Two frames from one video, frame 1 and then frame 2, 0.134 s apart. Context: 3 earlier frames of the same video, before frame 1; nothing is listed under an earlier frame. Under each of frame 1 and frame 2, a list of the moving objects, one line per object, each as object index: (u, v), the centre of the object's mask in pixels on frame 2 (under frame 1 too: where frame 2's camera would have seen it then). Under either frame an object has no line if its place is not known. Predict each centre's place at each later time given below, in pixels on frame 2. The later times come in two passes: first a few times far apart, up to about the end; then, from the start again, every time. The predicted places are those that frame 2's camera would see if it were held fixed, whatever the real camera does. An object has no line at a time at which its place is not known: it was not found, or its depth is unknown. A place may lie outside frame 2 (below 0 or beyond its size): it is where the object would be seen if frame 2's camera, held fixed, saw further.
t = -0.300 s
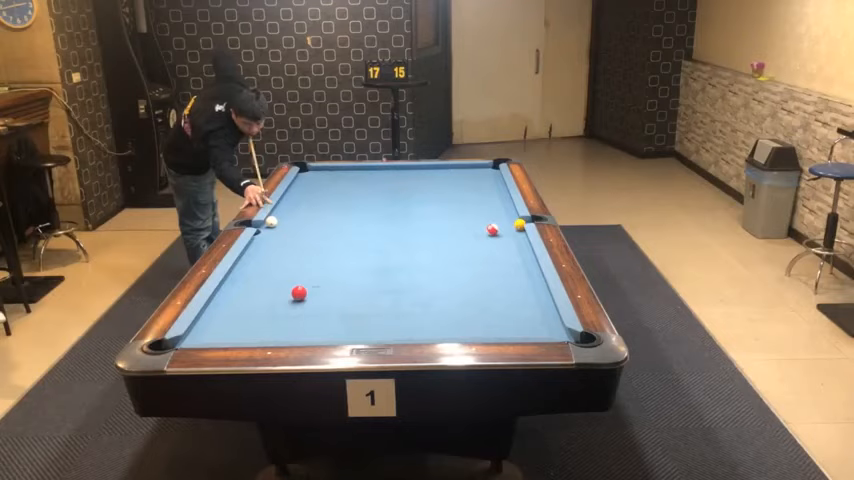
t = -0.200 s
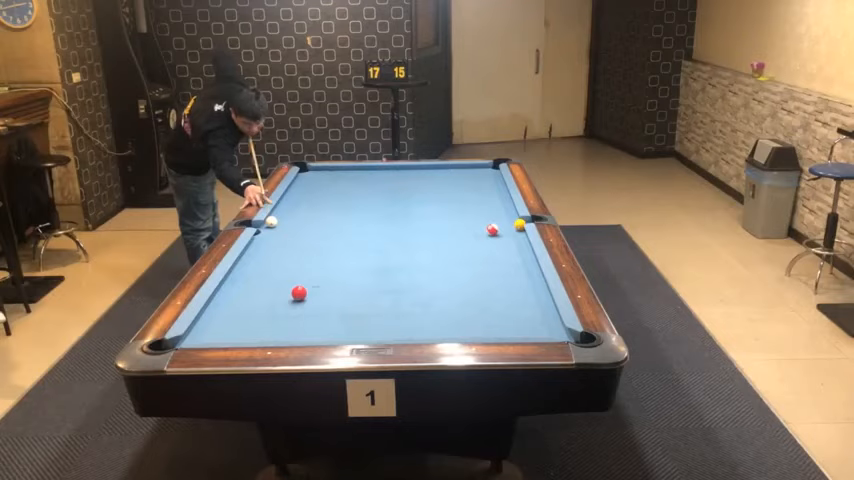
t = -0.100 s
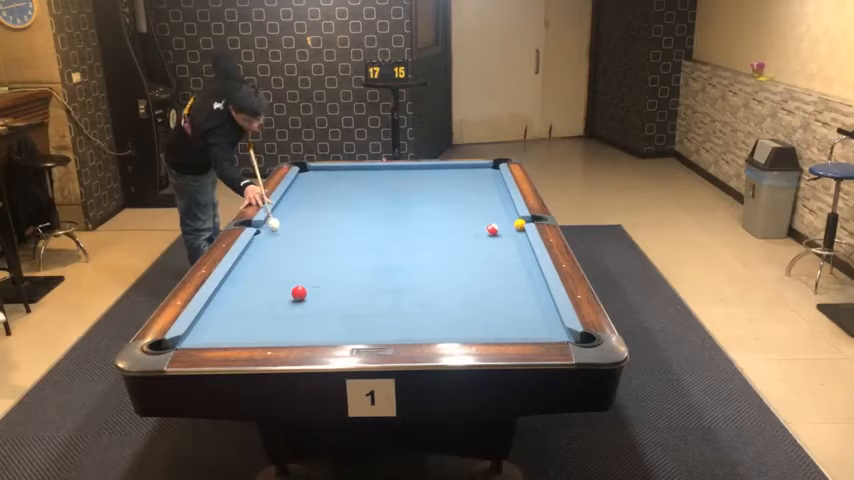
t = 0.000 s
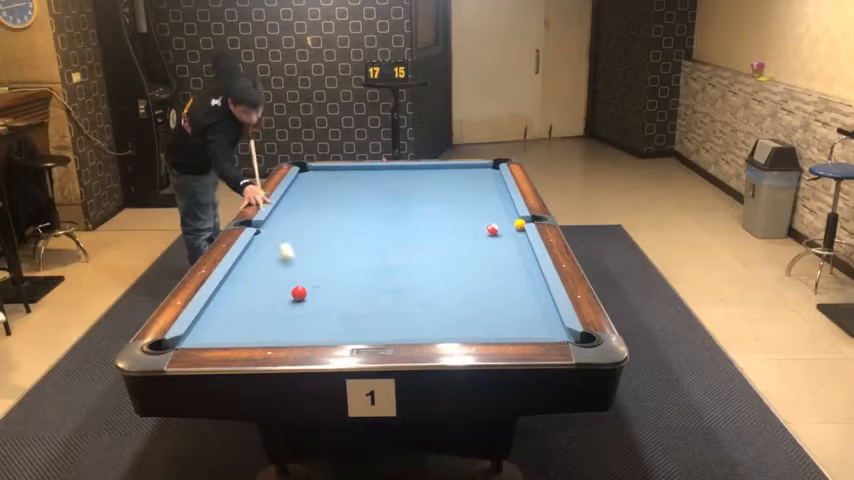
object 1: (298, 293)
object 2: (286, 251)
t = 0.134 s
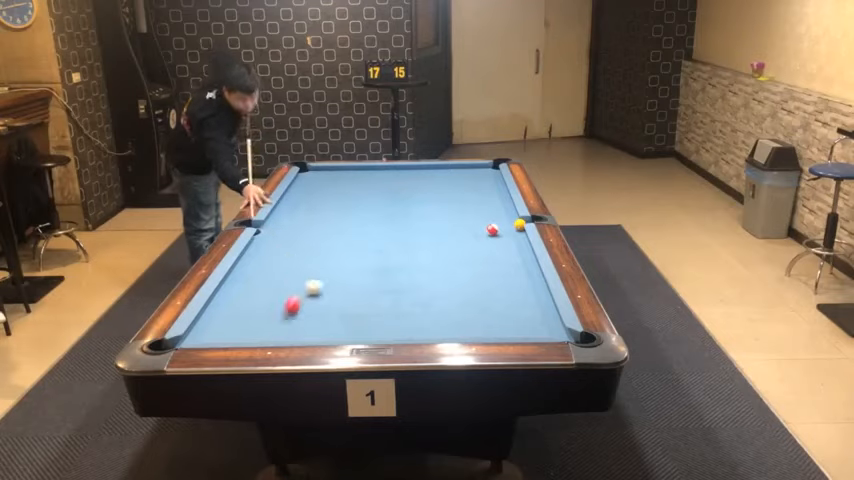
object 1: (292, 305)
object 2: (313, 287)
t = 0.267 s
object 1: (278, 329)
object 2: (354, 286)
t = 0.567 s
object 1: (302, 273)
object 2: (414, 270)
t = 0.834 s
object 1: (318, 238)
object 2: (455, 255)
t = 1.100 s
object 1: (329, 211)
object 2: (491, 242)
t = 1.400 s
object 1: (339, 187)
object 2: (514, 230)
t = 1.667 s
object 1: (347, 170)
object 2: (493, 220)
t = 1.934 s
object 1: (345, 174)
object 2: (474, 216)
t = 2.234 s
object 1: (341, 184)
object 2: (456, 209)
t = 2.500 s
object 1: (337, 193)
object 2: (441, 204)
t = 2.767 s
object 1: (333, 203)
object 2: (427, 199)
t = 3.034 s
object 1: (329, 214)
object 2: (415, 194)
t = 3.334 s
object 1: (324, 226)
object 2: (402, 190)
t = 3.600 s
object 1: (319, 238)
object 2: (392, 186)
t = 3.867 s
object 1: (314, 252)
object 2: (383, 183)
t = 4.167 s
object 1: (307, 268)
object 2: (373, 180)
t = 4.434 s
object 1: (302, 283)
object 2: (365, 177)
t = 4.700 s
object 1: (296, 299)
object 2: (359, 174)
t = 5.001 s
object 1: (289, 319)
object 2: (352, 172)
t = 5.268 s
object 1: (282, 334)
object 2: (346, 170)
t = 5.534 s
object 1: (285, 331)
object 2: (341, 168)
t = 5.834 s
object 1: (291, 320)
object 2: (336, 168)
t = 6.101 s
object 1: (296, 312)
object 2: (334, 169)
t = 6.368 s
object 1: (301, 304)
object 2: (331, 169)
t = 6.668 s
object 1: (305, 298)
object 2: (329, 170)
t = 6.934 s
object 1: (309, 292)
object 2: (328, 170)
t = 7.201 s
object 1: (312, 288)
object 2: (328, 170)
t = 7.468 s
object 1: (315, 284)
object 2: (328, 170)
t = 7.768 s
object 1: (317, 280)
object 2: (329, 170)
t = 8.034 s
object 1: (320, 277)
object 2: (329, 170)
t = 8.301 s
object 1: (322, 276)
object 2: (329, 170)
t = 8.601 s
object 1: (323, 274)
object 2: (329, 170)
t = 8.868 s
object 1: (324, 273)
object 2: (329, 170)
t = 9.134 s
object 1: (325, 273)
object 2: (329, 170)
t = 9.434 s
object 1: (325, 273)
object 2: (329, 170)
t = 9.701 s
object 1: (325, 273)
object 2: (329, 170)
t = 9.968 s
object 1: (325, 273)
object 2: (329, 170)
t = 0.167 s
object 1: (285, 319)
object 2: (324, 287)
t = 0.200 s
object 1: (278, 331)
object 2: (335, 287)
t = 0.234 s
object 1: (276, 334)
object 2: (345, 287)
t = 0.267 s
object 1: (278, 329)
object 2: (354, 286)
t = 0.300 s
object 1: (282, 321)
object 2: (363, 285)
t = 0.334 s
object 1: (285, 314)
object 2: (370, 284)
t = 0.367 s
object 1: (287, 308)
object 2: (378, 282)
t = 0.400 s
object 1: (290, 301)
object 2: (385, 280)
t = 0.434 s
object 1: (293, 295)
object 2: (391, 279)
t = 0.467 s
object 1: (295, 290)
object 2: (397, 277)
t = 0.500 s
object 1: (298, 284)
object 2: (403, 274)
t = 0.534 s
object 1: (300, 279)
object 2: (409, 272)
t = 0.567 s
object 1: (302, 273)
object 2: (414, 270)
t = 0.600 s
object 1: (305, 268)
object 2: (419, 268)
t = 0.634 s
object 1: (307, 263)
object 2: (425, 266)
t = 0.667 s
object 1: (309, 259)
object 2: (430, 264)
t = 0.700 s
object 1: (311, 254)
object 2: (435, 263)
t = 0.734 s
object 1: (312, 250)
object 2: (440, 261)
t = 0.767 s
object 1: (314, 246)
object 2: (445, 259)
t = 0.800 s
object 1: (316, 242)
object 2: (450, 257)
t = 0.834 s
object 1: (318, 238)
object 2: (455, 255)
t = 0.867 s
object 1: (319, 235)
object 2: (460, 254)
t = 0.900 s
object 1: (321, 231)
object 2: (464, 252)
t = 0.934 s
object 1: (322, 227)
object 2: (469, 250)
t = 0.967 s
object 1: (324, 224)
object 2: (473, 248)
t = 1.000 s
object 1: (325, 221)
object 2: (478, 247)
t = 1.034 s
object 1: (327, 217)
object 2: (483, 245)
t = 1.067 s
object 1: (328, 214)
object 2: (487, 244)
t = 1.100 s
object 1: (329, 211)
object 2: (491, 242)
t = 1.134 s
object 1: (331, 208)
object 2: (495, 240)
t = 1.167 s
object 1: (331, 205)
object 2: (500, 239)
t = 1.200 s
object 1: (333, 203)
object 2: (504, 238)
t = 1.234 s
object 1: (334, 200)
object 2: (507, 236)
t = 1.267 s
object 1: (335, 198)
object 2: (511, 234)
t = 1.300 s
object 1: (336, 195)
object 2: (516, 233)
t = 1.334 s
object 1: (337, 192)
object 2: (519, 231)
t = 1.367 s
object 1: (338, 190)
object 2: (518, 230)
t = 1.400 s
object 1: (339, 187)
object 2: (514, 230)
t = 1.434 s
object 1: (340, 185)
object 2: (511, 229)
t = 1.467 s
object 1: (341, 183)
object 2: (509, 228)
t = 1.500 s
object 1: (342, 180)
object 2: (507, 226)
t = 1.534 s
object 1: (343, 179)
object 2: (504, 226)
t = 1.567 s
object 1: (344, 176)
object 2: (501, 224)
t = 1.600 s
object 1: (345, 174)
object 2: (499, 223)
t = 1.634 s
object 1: (346, 172)
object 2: (496, 222)
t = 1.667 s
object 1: (347, 170)
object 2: (493, 220)
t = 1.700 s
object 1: (347, 169)
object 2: (490, 219)
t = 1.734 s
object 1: (347, 169)
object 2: (488, 219)
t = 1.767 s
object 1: (347, 169)
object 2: (485, 219)
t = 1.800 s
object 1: (347, 170)
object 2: (483, 218)
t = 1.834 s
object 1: (346, 171)
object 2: (481, 218)
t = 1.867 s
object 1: (346, 172)
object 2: (479, 217)
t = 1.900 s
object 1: (345, 173)
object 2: (476, 216)
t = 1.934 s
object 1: (345, 174)
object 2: (474, 216)
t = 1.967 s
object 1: (344, 175)
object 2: (472, 215)
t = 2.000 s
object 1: (344, 176)
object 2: (470, 214)
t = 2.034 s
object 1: (343, 177)
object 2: (468, 213)
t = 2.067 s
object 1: (343, 178)
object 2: (466, 212)
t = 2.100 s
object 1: (342, 180)
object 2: (463, 212)
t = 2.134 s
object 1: (342, 181)
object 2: (461, 211)
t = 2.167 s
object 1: (342, 181)
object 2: (459, 210)
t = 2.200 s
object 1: (341, 183)
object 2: (458, 209)
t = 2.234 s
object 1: (341, 184)
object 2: (456, 209)
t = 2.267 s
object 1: (341, 185)
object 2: (454, 208)
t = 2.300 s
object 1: (340, 186)
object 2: (452, 208)
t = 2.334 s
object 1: (340, 187)
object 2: (450, 207)
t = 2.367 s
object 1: (339, 189)
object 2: (448, 206)
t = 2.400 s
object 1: (338, 190)
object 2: (446, 206)
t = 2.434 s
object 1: (338, 191)
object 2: (444, 205)
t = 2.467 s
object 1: (338, 191)
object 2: (442, 204)
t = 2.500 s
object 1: (337, 193)
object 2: (441, 204)
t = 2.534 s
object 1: (336, 194)
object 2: (439, 203)
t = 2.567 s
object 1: (336, 196)
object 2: (437, 202)
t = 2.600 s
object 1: (335, 197)
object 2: (436, 202)
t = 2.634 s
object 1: (335, 198)
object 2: (434, 201)
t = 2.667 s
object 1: (334, 199)
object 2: (432, 201)
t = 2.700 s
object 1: (334, 201)
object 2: (430, 200)
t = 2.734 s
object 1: (333, 202)
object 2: (428, 199)
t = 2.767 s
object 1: (333, 203)
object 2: (427, 199)
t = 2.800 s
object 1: (332, 204)
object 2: (425, 198)
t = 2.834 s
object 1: (332, 206)
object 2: (424, 198)
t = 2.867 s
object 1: (331, 207)
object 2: (422, 197)
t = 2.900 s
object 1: (331, 208)
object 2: (421, 197)
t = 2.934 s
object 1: (330, 210)
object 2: (419, 196)
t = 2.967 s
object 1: (330, 211)
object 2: (418, 195)
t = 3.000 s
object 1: (329, 213)
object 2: (416, 195)
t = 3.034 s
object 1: (329, 214)
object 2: (415, 194)
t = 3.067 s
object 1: (328, 215)
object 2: (413, 194)
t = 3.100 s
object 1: (328, 216)
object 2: (412, 193)
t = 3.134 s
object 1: (327, 218)
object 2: (410, 193)
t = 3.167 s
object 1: (327, 219)
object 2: (409, 192)
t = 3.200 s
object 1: (326, 221)
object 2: (407, 192)
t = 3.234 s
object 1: (325, 222)
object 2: (406, 191)
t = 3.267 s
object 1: (325, 223)
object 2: (405, 191)
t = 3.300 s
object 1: (324, 225)
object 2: (403, 190)
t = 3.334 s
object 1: (324, 226)
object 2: (402, 190)
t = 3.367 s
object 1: (323, 228)
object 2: (401, 189)
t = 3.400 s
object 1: (323, 230)
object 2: (399, 189)
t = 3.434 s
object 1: (322, 231)
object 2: (398, 188)
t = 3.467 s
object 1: (321, 232)
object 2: (397, 188)
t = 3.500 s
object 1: (321, 234)
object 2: (395, 188)
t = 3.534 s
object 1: (320, 236)
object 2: (394, 187)
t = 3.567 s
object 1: (319, 237)
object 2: (393, 186)
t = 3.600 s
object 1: (319, 238)
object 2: (392, 186)
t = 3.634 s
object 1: (318, 240)
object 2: (391, 186)
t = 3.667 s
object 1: (318, 242)
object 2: (389, 185)
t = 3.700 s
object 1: (317, 243)
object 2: (388, 185)
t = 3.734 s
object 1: (316, 245)
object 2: (387, 184)
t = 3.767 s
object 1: (316, 247)
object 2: (386, 184)
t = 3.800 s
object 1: (315, 249)
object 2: (385, 184)
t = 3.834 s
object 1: (314, 250)
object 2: (383, 183)
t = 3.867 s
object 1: (314, 252)
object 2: (383, 183)
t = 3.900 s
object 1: (313, 254)
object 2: (382, 182)
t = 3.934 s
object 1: (312, 255)
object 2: (380, 182)
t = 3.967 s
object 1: (312, 256)
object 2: (379, 182)
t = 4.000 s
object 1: (311, 259)
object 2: (378, 181)
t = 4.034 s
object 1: (310, 260)
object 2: (377, 181)
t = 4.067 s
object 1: (310, 262)
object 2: (376, 181)
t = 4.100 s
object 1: (309, 264)
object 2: (375, 181)
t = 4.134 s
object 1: (308, 266)
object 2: (374, 180)
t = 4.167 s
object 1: (307, 268)
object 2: (373, 180)
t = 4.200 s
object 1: (307, 269)
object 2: (372, 179)
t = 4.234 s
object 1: (306, 271)
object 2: (371, 179)
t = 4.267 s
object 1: (305, 273)
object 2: (370, 179)
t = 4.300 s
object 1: (304, 275)
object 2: (369, 178)
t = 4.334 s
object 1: (304, 277)
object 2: (368, 178)
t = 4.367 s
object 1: (303, 279)
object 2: (367, 177)
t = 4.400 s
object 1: (302, 281)
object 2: (366, 177)
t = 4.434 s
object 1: (302, 283)
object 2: (365, 177)
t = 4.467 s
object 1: (301, 285)
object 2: (364, 177)
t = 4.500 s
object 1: (300, 287)
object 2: (364, 177)
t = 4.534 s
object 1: (299, 289)
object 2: (363, 176)
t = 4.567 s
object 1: (299, 291)
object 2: (362, 175)
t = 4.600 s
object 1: (298, 293)
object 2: (361, 175)
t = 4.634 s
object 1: (297, 295)
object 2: (360, 175)
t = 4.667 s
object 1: (297, 297)
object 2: (359, 175)
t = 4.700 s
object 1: (296, 299)
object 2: (359, 174)
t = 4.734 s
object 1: (295, 301)
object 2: (358, 174)
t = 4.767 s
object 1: (294, 303)
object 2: (357, 174)
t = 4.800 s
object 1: (294, 305)
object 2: (356, 173)
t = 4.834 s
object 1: (293, 308)
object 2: (355, 173)
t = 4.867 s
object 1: (292, 310)
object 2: (355, 173)
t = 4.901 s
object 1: (291, 312)
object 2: (354, 173)
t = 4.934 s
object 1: (290, 314)
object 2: (353, 173)
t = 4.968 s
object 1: (289, 316)
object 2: (352, 173)
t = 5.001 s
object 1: (289, 319)
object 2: (352, 172)
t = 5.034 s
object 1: (287, 321)
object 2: (351, 172)
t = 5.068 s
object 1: (287, 323)
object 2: (350, 172)
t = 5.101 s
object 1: (286, 325)
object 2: (349, 171)
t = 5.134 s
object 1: (285, 328)
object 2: (349, 171)
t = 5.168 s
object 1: (284, 330)
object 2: (348, 171)
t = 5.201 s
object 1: (283, 331)
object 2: (347, 170)
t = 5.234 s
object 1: (282, 333)
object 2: (347, 170)
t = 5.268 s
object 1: (282, 334)
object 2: (346, 170)
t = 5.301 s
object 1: (281, 335)
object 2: (345, 170)
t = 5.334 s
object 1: (281, 335)
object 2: (345, 169)
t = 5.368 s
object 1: (281, 335)
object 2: (344, 169)
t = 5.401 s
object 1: (282, 334)
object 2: (343, 169)
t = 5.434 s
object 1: (283, 334)
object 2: (343, 169)
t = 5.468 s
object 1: (283, 333)
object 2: (342, 169)
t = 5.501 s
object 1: (284, 332)
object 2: (342, 169)
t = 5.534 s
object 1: (285, 331)
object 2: (341, 168)
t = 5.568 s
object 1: (285, 330)
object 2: (340, 168)
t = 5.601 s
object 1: (286, 329)
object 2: (340, 168)
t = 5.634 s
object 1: (287, 328)
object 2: (339, 168)
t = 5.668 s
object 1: (288, 327)
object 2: (339, 168)
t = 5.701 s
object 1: (288, 325)
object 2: (338, 168)
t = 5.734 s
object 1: (288, 324)
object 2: (338, 168)
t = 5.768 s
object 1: (289, 323)
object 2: (337, 168)
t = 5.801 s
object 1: (290, 322)
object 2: (337, 168)
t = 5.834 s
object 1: (291, 320)
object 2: (336, 168)
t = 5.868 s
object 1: (291, 319)
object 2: (336, 168)
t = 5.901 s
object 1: (292, 318)
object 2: (335, 168)
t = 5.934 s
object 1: (293, 317)
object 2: (335, 168)
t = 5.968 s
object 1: (293, 316)
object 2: (335, 168)
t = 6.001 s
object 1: (294, 315)
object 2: (335, 169)
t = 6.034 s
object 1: (294, 314)
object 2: (334, 169)
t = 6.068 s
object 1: (295, 313)
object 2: (334, 169)
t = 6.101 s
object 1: (296, 312)
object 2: (334, 169)
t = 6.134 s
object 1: (296, 311)
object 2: (334, 169)
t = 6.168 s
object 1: (297, 310)
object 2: (333, 169)
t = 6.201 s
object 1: (298, 309)
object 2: (333, 169)
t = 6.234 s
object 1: (298, 308)
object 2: (332, 169)
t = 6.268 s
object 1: (299, 307)
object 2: (332, 169)
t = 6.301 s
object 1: (300, 306)
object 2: (332, 169)
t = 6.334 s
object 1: (300, 306)
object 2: (332, 169)
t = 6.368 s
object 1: (301, 304)
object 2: (331, 169)
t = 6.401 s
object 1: (301, 304)
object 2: (331, 169)
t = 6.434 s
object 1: (301, 303)
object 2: (331, 169)
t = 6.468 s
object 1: (302, 302)
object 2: (331, 169)
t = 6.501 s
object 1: (302, 302)
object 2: (331, 169)
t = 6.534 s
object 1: (303, 301)
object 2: (330, 169)
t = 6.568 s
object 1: (303, 300)
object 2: (330, 169)
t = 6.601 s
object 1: (304, 299)
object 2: (330, 169)
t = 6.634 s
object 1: (304, 298)
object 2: (329, 170)
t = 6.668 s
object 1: (305, 298)
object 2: (329, 170)
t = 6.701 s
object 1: (305, 297)
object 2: (329, 170)
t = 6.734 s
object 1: (306, 296)
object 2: (329, 170)
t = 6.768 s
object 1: (306, 296)
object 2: (329, 170)
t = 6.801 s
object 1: (307, 295)
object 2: (329, 170)
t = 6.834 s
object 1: (307, 294)
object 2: (329, 170)
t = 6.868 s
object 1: (308, 294)
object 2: (328, 170)
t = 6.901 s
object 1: (308, 293)
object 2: (328, 170)
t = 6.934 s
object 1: (309, 292)
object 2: (328, 170)
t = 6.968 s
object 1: (309, 292)
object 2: (328, 170)
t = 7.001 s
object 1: (309, 291)
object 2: (328, 170)
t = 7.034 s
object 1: (310, 290)
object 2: (328, 170)
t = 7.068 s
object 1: (310, 290)
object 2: (328, 170)
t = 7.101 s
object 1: (311, 289)
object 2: (328, 170)
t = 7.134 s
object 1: (311, 289)
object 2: (328, 170)
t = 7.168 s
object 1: (312, 288)
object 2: (328, 170)
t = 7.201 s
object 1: (312, 288)
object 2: (328, 170)
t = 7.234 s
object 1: (312, 287)
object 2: (328, 170)
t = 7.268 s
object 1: (313, 287)
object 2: (328, 170)
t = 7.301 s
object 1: (313, 287)
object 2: (328, 170)
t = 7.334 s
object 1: (313, 286)
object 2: (328, 170)
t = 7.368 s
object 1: (314, 285)
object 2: (328, 170)
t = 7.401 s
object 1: (314, 285)
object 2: (328, 170)
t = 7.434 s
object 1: (314, 284)
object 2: (328, 170)
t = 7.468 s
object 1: (315, 284)
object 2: (328, 170)
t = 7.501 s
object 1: (315, 283)
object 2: (328, 170)
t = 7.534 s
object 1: (315, 283)
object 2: (328, 170)
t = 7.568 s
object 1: (316, 282)
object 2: (328, 170)
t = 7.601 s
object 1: (316, 281)
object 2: (328, 170)
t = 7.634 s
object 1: (316, 281)
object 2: (328, 170)
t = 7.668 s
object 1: (317, 281)
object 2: (328, 170)
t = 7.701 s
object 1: (317, 281)
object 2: (328, 170)
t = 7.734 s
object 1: (317, 280)
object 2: (329, 170)
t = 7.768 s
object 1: (317, 280)
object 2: (329, 170)
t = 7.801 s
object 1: (318, 280)
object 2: (329, 170)
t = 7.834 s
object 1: (318, 279)
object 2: (329, 170)
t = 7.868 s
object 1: (318, 279)
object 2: (329, 170)
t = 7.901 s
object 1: (319, 279)
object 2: (329, 170)
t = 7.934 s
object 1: (319, 278)
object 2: (329, 170)
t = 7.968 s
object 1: (319, 278)
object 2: (329, 170)
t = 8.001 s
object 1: (319, 278)
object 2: (329, 170)
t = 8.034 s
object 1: (320, 277)
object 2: (329, 170)
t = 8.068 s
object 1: (320, 277)
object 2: (329, 170)
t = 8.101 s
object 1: (320, 277)
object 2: (329, 170)
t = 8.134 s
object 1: (320, 277)
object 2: (329, 170)
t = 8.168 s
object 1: (321, 277)
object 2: (329, 170)
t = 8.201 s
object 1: (321, 276)
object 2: (329, 170)
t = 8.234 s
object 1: (321, 276)
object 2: (329, 170)
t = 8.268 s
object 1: (321, 276)
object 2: (329, 170)
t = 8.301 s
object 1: (322, 276)
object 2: (329, 170)
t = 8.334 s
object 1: (322, 275)
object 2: (329, 170)
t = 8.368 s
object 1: (322, 275)
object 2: (329, 170)
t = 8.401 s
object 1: (322, 275)
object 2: (329, 170)
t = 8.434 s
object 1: (323, 275)
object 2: (329, 170)
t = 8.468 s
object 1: (323, 274)
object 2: (329, 170)
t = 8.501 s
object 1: (323, 274)
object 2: (329, 170)
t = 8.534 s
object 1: (323, 274)
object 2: (329, 170)
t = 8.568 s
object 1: (323, 274)
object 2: (329, 170)
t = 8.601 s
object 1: (323, 274)
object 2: (329, 170)
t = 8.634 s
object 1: (323, 274)
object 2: (329, 170)
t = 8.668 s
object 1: (323, 274)
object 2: (329, 170)
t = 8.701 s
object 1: (324, 273)
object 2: (329, 170)
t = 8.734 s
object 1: (324, 273)
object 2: (329, 170)
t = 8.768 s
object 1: (324, 273)
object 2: (329, 170)
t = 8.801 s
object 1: (324, 273)
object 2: (329, 170)
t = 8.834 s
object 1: (324, 273)
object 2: (329, 170)
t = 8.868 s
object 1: (324, 273)
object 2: (329, 170)
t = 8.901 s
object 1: (324, 273)
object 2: (329, 170)
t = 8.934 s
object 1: (324, 273)
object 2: (329, 170)
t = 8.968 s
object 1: (324, 273)
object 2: (329, 170)
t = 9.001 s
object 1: (324, 273)
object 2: (329, 170)
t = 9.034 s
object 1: (325, 273)
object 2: (329, 170)
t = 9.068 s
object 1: (325, 273)
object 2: (329, 170)
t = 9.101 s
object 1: (325, 273)
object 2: (329, 170)
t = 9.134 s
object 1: (325, 273)
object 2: (329, 170)
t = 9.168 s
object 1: (325, 273)
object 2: (329, 170)
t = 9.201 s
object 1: (325, 273)
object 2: (329, 170)
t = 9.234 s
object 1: (325, 273)
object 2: (329, 170)
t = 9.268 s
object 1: (325, 273)
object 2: (329, 170)
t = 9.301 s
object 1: (325, 273)
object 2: (329, 170)
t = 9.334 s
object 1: (325, 273)
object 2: (329, 170)
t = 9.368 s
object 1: (325, 273)
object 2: (329, 170)
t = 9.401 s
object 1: (325, 273)
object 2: (329, 170)
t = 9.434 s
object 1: (325, 273)
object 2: (329, 170)
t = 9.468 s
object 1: (325, 273)
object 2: (329, 170)
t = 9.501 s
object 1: (325, 273)
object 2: (329, 170)
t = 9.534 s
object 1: (325, 273)
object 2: (329, 170)
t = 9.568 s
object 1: (325, 273)
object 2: (329, 170)
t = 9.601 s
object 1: (325, 273)
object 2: (329, 170)
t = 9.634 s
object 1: (325, 273)
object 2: (329, 170)
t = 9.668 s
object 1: (325, 273)
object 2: (329, 170)
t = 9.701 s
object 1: (325, 273)
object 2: (329, 170)
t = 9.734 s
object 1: (325, 273)
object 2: (329, 170)
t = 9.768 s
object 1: (325, 273)
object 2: (329, 170)
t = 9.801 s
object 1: (325, 273)
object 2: (329, 170)
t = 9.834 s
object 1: (325, 273)
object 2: (329, 170)
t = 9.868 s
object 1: (325, 273)
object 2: (329, 170)
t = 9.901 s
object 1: (325, 273)
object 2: (329, 170)
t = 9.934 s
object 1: (325, 273)
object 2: (329, 170)
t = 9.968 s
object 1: (325, 273)
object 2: (329, 170)
